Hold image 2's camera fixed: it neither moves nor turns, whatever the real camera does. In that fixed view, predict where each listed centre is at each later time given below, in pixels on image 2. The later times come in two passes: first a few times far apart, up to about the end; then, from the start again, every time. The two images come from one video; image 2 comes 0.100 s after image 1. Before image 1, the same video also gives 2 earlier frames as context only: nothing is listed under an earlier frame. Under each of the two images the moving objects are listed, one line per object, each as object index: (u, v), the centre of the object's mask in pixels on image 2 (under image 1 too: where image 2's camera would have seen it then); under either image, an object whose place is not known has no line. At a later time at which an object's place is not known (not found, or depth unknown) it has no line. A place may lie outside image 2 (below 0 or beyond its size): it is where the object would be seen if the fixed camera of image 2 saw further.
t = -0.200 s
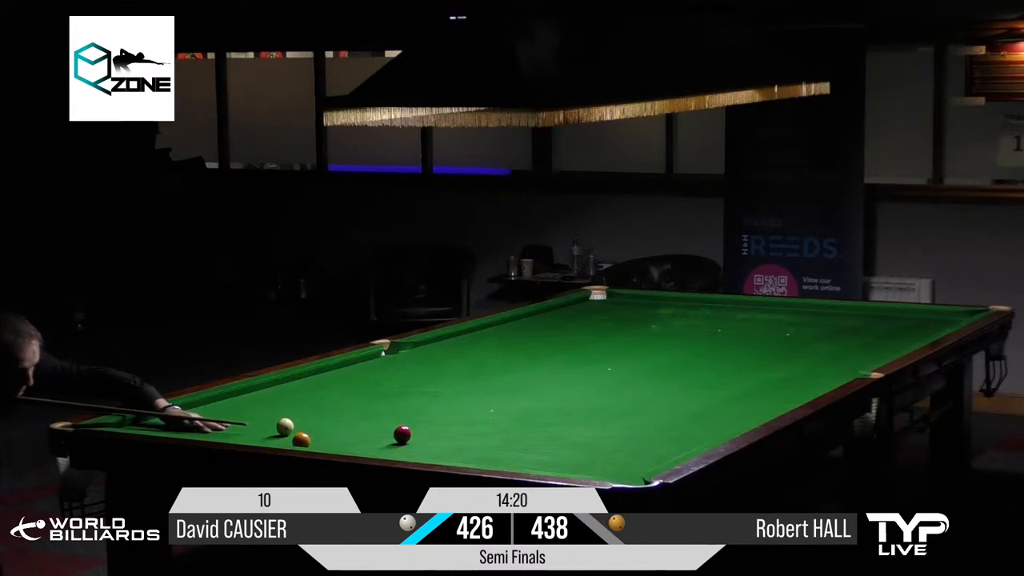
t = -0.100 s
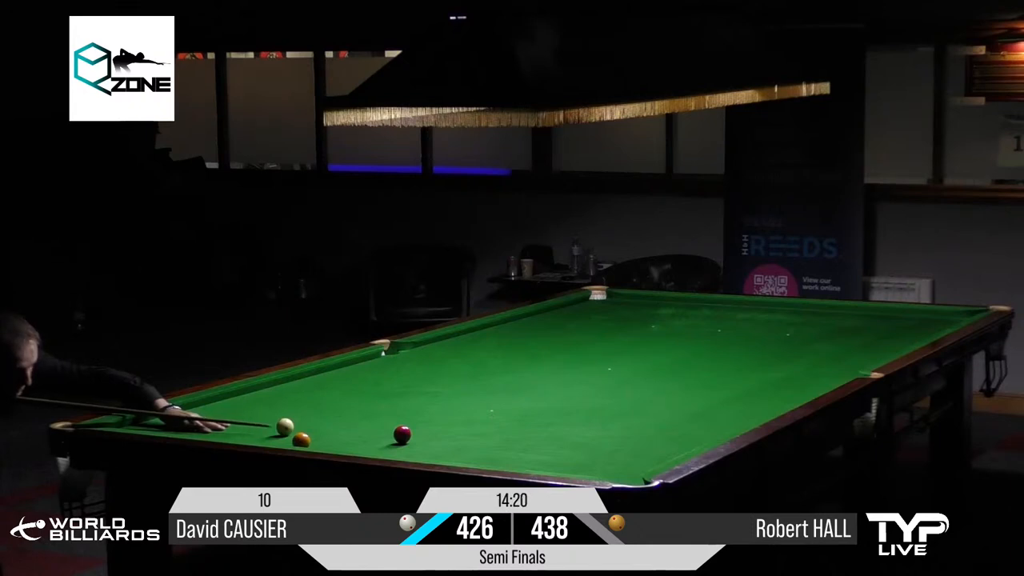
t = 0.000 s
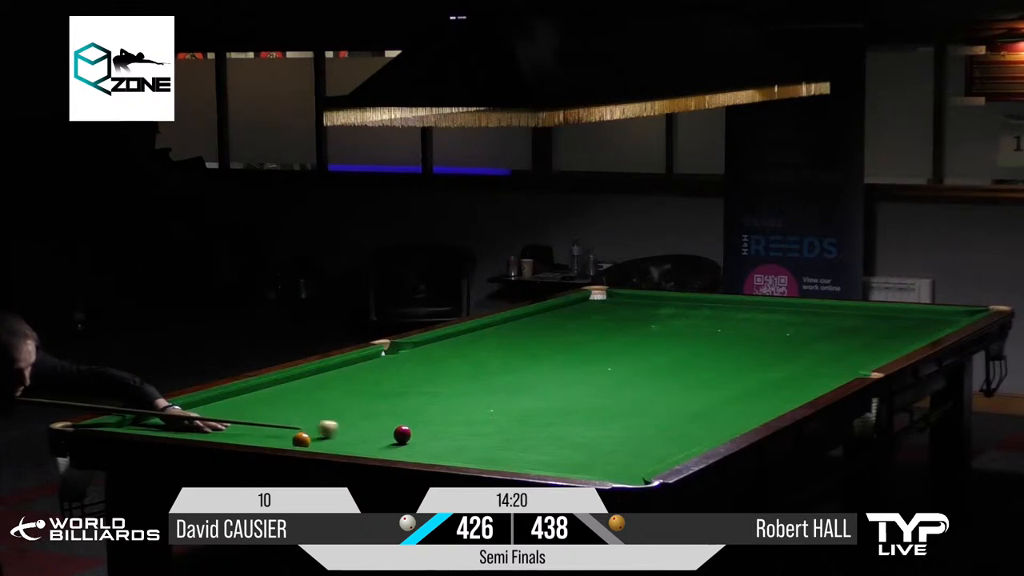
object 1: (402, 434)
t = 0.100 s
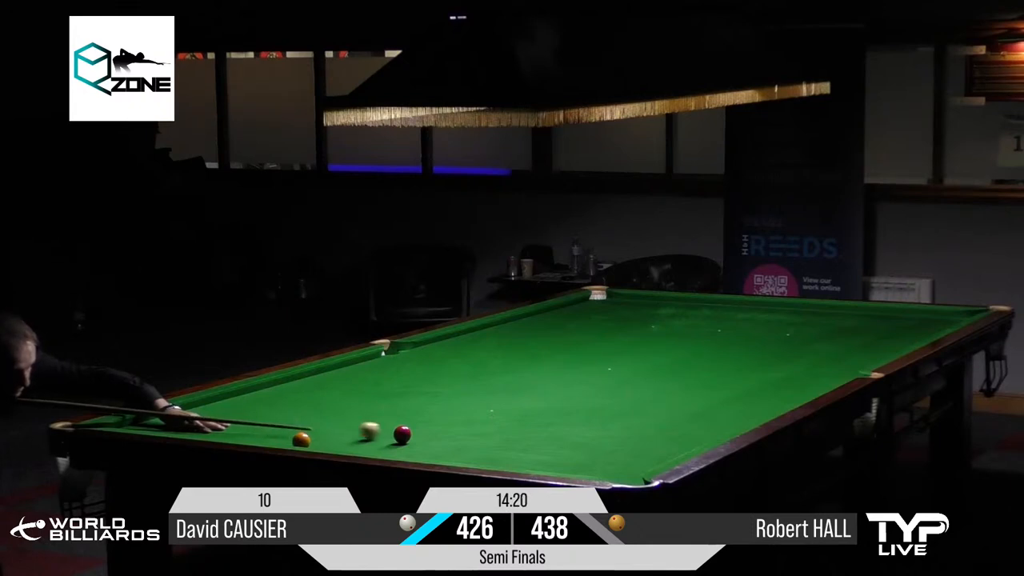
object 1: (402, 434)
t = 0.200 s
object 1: (410, 435)
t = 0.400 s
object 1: (438, 441)
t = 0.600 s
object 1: (465, 447)
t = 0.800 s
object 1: (492, 453)
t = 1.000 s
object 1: (519, 459)
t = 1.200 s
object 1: (545, 463)
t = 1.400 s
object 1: (572, 467)
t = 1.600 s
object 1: (597, 472)
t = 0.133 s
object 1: (402, 434)
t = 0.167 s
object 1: (403, 434)
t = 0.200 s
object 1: (410, 435)
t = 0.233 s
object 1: (416, 436)
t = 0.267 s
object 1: (419, 437)
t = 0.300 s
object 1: (424, 439)
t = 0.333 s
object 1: (430, 440)
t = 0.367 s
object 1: (433, 440)
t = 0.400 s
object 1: (438, 441)
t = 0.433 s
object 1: (443, 443)
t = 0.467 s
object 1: (446, 443)
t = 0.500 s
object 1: (452, 444)
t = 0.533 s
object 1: (457, 445)
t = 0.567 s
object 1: (460, 446)
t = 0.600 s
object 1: (465, 447)
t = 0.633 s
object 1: (471, 449)
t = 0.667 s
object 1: (473, 449)
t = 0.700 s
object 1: (479, 450)
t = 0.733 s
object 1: (484, 451)
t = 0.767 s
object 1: (487, 452)
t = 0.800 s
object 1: (492, 453)
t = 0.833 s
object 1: (498, 454)
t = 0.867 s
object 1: (500, 455)
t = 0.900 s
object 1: (506, 456)
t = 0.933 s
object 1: (511, 457)
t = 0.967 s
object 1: (514, 458)
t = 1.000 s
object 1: (519, 459)
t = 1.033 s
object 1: (524, 460)
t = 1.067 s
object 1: (527, 460)
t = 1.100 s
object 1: (532, 461)
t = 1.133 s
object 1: (538, 462)
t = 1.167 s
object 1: (540, 462)
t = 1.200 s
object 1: (545, 463)
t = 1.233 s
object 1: (551, 464)
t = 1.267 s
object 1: (553, 465)
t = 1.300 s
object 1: (559, 465)
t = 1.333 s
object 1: (564, 466)
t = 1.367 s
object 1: (566, 467)
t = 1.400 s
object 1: (572, 467)
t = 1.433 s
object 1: (577, 468)
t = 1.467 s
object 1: (579, 469)
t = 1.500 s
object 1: (584, 470)
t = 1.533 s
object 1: (589, 470)
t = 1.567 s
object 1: (592, 471)
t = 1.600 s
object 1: (597, 472)
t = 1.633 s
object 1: (603, 473)
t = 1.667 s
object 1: (605, 473)
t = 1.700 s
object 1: (610, 474)
